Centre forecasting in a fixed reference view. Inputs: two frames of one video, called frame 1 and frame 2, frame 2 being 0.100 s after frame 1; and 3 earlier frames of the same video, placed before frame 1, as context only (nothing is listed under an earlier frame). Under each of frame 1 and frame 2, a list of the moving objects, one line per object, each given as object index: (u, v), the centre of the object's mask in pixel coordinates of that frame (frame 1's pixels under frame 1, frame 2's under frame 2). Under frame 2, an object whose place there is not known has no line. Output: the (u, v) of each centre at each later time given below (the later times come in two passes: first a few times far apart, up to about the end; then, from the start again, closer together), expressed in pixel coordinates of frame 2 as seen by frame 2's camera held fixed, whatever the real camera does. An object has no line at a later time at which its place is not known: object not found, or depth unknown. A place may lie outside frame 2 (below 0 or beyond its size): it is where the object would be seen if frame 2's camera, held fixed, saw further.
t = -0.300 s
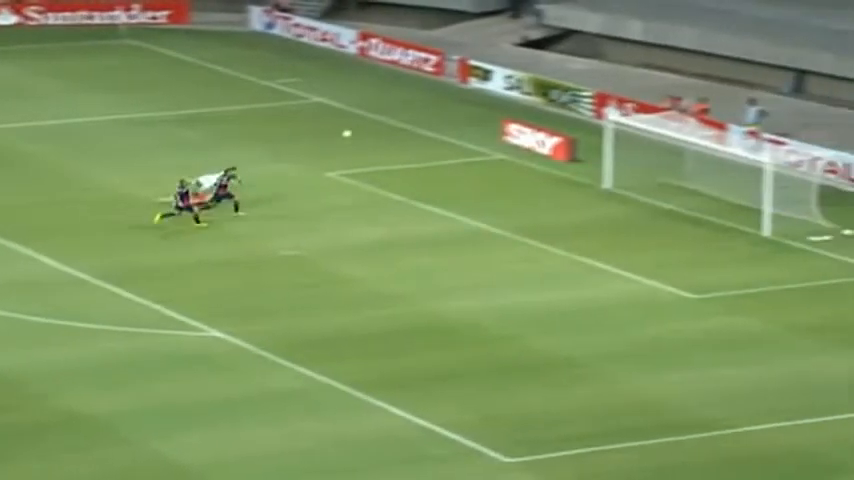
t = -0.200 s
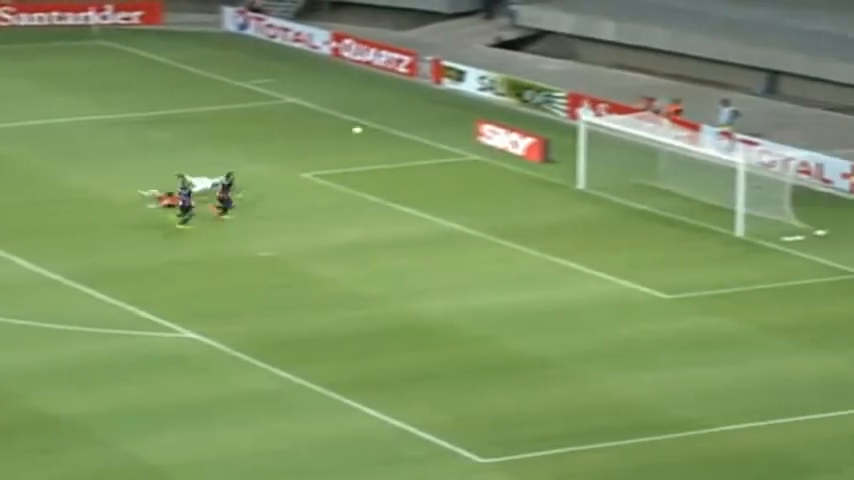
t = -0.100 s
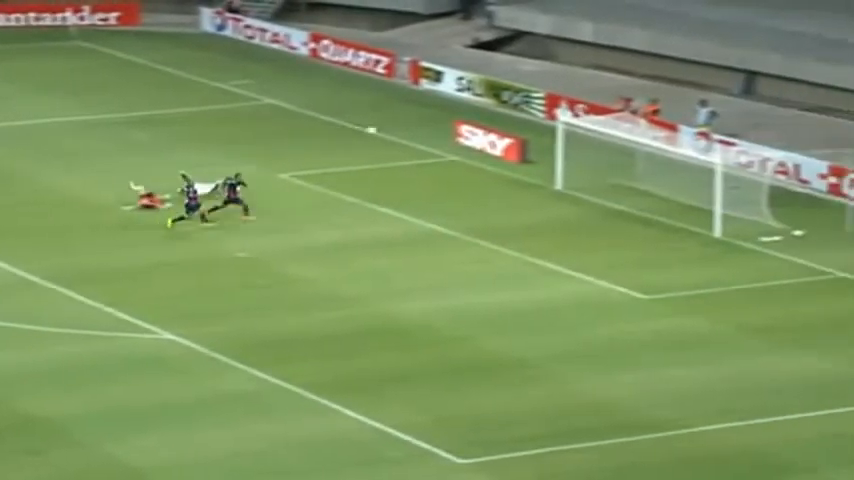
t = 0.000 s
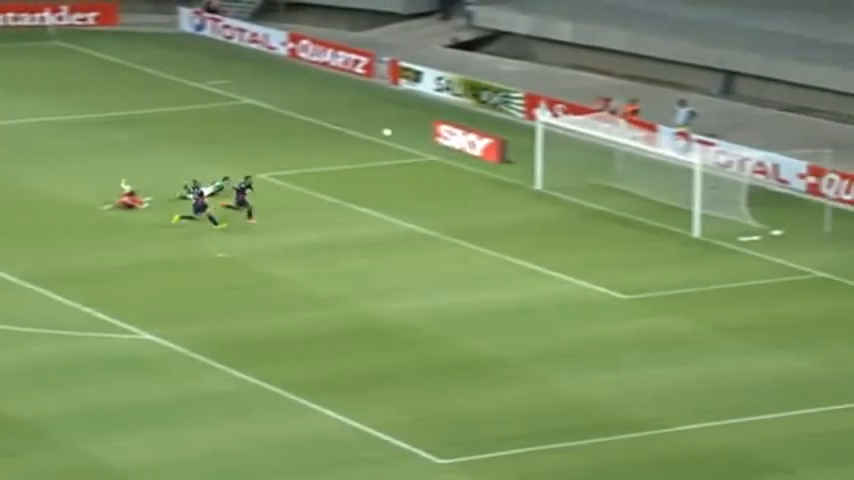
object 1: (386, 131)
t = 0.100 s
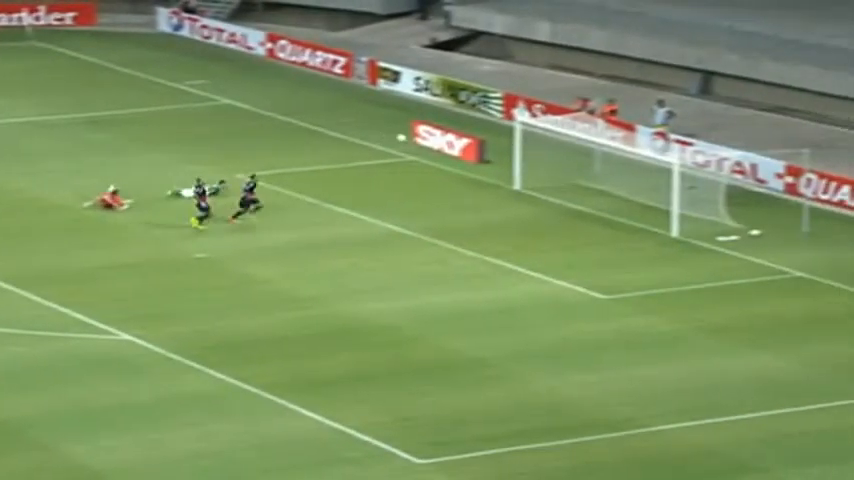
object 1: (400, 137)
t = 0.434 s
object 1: (519, 179)
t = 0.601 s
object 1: (574, 210)
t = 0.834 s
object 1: (637, 226)
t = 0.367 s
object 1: (495, 166)
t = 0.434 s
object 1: (519, 179)
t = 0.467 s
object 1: (529, 183)
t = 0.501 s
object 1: (541, 188)
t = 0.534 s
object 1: (552, 195)
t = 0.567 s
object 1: (562, 203)
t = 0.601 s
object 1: (574, 210)
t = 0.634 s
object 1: (584, 218)
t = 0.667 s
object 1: (595, 225)
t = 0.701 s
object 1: (605, 233)
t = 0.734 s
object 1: (616, 240)
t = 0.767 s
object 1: (623, 236)
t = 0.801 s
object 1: (630, 231)
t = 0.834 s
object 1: (637, 226)
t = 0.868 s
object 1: (645, 221)
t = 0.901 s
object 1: (652, 217)
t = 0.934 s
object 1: (659, 213)
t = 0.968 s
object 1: (666, 210)
